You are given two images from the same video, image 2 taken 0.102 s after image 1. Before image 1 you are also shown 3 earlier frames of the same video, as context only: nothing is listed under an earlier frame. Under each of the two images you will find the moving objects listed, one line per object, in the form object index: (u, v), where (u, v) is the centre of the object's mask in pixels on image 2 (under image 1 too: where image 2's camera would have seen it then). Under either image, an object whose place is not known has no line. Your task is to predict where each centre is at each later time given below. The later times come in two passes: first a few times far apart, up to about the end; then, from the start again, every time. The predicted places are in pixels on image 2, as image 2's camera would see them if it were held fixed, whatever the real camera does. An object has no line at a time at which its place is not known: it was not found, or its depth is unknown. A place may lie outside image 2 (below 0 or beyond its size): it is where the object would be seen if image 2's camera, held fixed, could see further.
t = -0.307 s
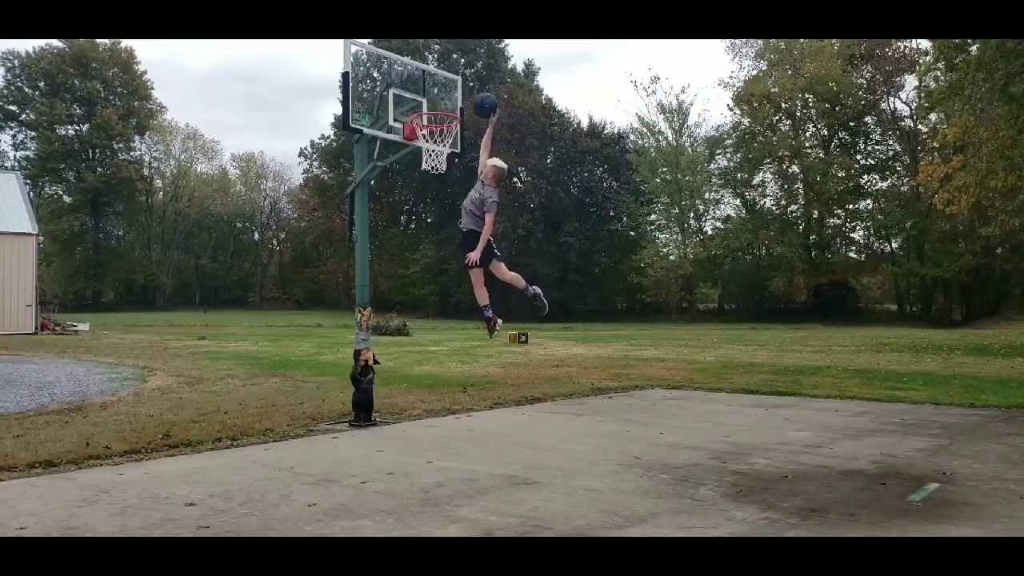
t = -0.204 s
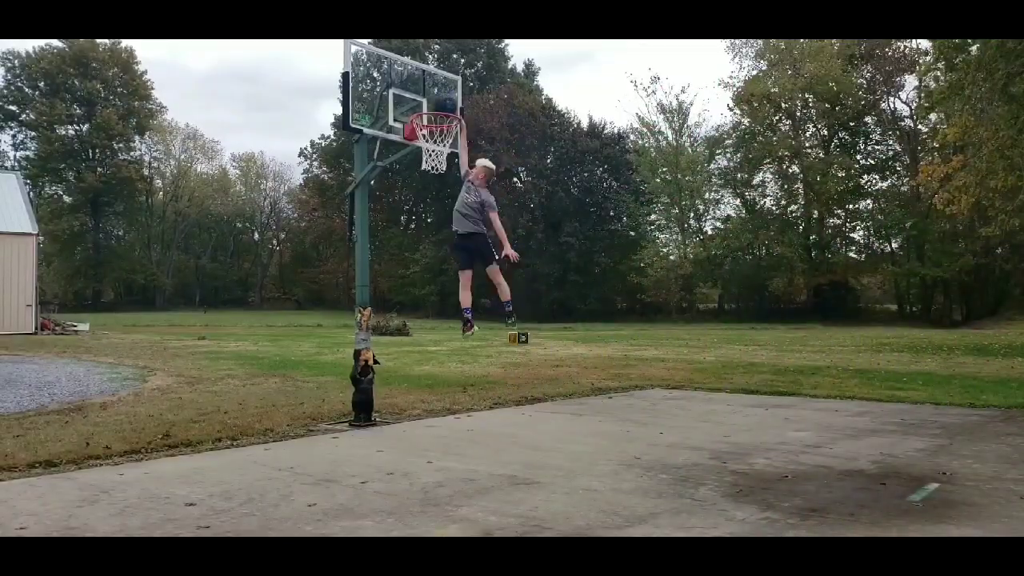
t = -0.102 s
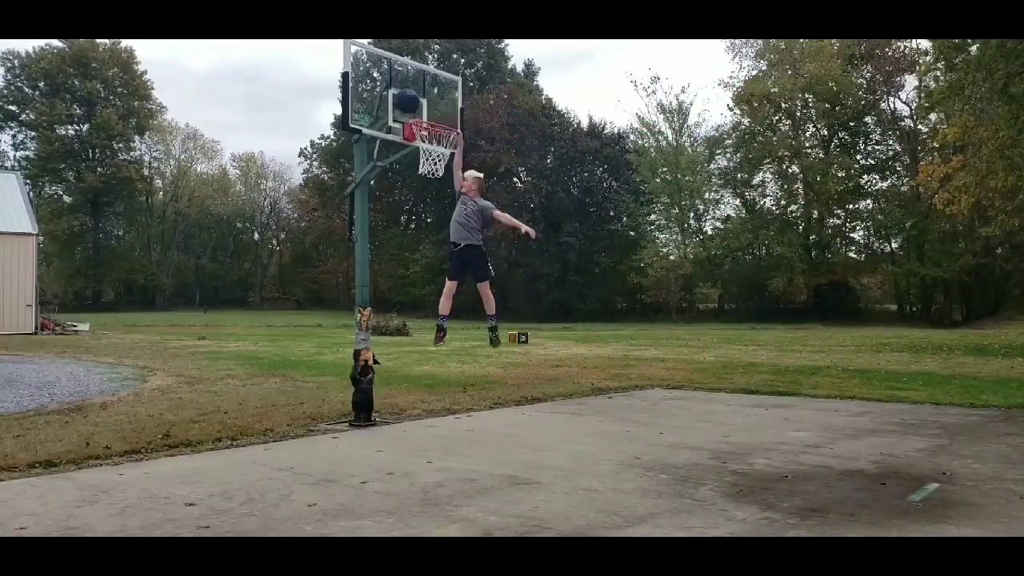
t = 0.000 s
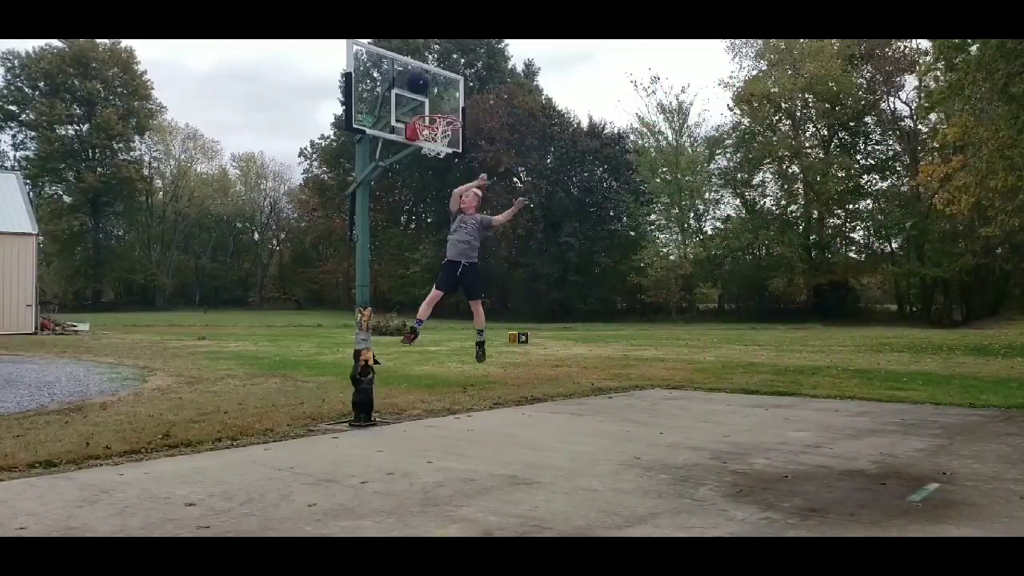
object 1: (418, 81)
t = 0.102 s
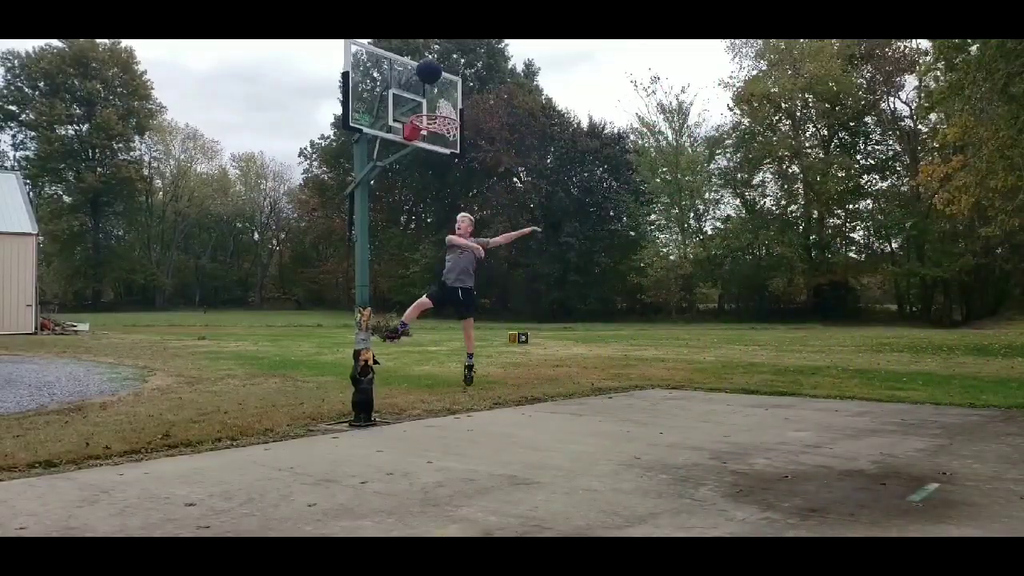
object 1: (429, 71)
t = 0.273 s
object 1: (448, 76)
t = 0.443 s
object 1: (469, 111)
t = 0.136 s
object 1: (433, 70)
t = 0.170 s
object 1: (436, 70)
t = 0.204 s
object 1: (440, 70)
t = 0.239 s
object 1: (445, 72)
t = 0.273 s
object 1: (448, 76)
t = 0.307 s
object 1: (452, 80)
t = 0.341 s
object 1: (456, 86)
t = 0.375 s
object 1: (461, 93)
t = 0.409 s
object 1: (465, 102)
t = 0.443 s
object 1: (469, 111)
